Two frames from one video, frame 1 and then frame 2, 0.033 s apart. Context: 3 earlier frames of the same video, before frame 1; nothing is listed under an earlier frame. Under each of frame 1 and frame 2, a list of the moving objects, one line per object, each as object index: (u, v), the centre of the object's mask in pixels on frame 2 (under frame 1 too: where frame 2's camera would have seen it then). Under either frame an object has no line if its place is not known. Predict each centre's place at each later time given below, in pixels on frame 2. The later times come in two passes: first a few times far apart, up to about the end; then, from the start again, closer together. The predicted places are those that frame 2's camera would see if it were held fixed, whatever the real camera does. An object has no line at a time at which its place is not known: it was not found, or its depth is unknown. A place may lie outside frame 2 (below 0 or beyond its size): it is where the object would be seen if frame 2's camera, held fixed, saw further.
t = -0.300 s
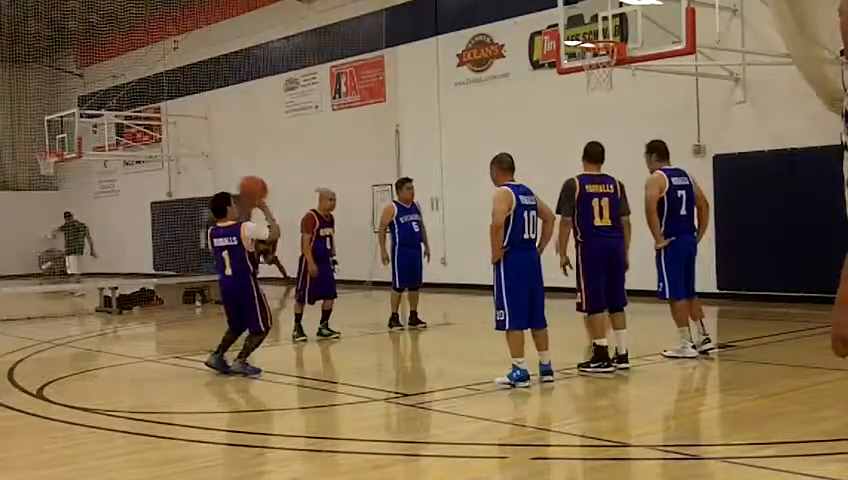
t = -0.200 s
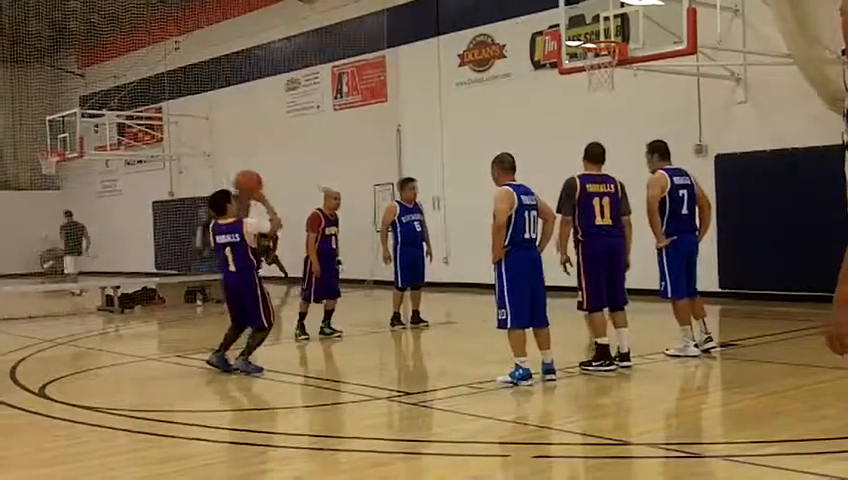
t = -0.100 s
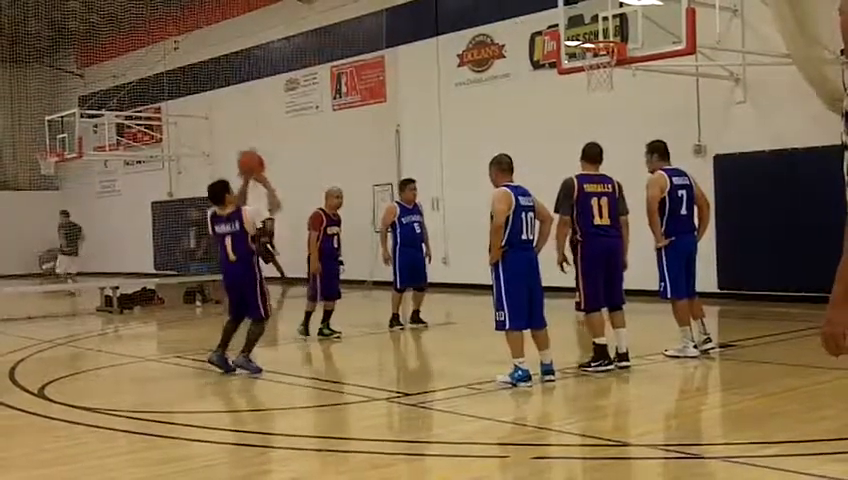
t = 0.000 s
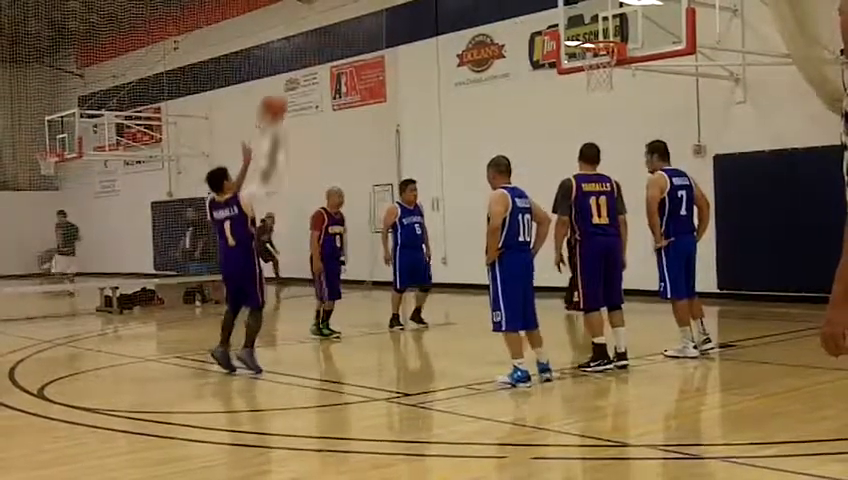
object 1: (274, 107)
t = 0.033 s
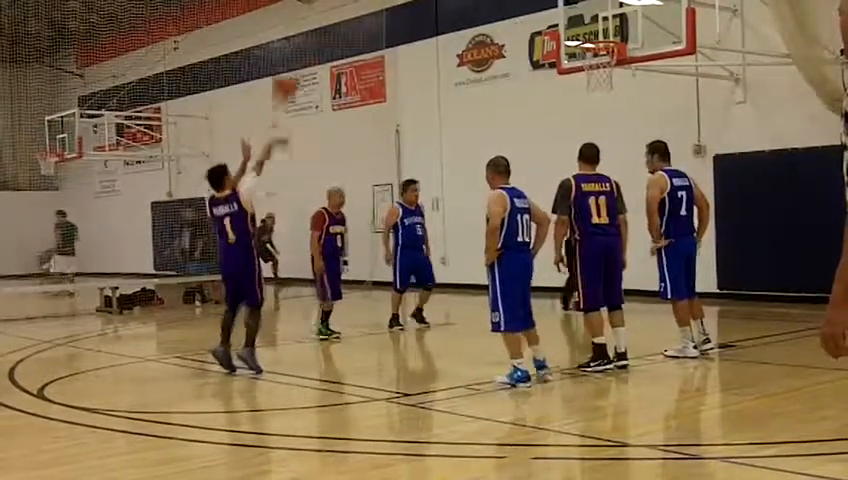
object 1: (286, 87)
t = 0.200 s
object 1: (341, 6)
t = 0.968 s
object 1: (566, 9)
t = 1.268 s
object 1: (617, 71)
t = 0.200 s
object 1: (341, 6)
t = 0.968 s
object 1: (566, 9)
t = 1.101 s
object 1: (598, 58)
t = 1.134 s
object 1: (602, 64)
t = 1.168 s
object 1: (608, 65)
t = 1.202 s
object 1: (613, 68)
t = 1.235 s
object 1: (615, 69)
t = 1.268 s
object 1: (617, 71)
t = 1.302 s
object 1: (622, 77)
